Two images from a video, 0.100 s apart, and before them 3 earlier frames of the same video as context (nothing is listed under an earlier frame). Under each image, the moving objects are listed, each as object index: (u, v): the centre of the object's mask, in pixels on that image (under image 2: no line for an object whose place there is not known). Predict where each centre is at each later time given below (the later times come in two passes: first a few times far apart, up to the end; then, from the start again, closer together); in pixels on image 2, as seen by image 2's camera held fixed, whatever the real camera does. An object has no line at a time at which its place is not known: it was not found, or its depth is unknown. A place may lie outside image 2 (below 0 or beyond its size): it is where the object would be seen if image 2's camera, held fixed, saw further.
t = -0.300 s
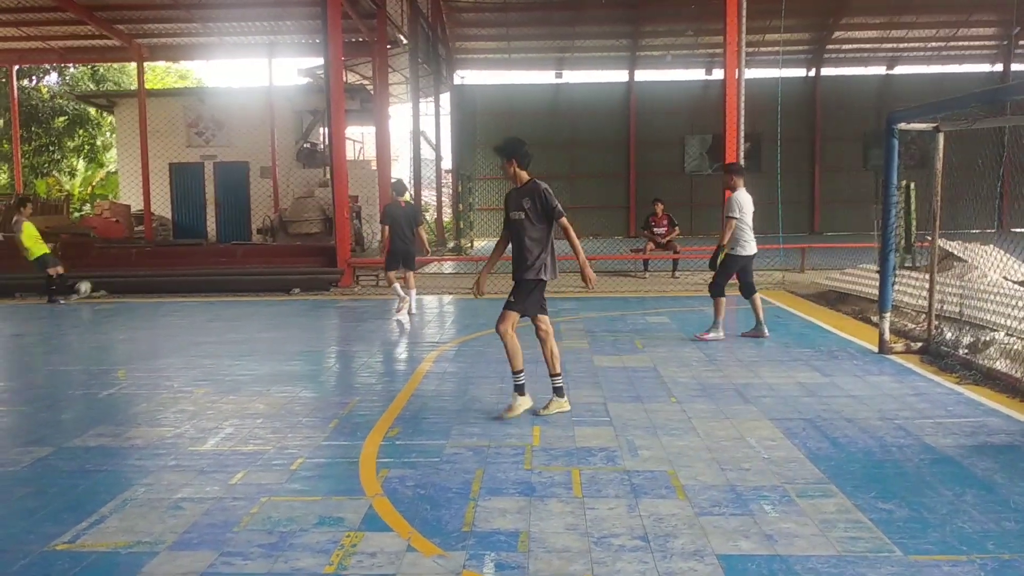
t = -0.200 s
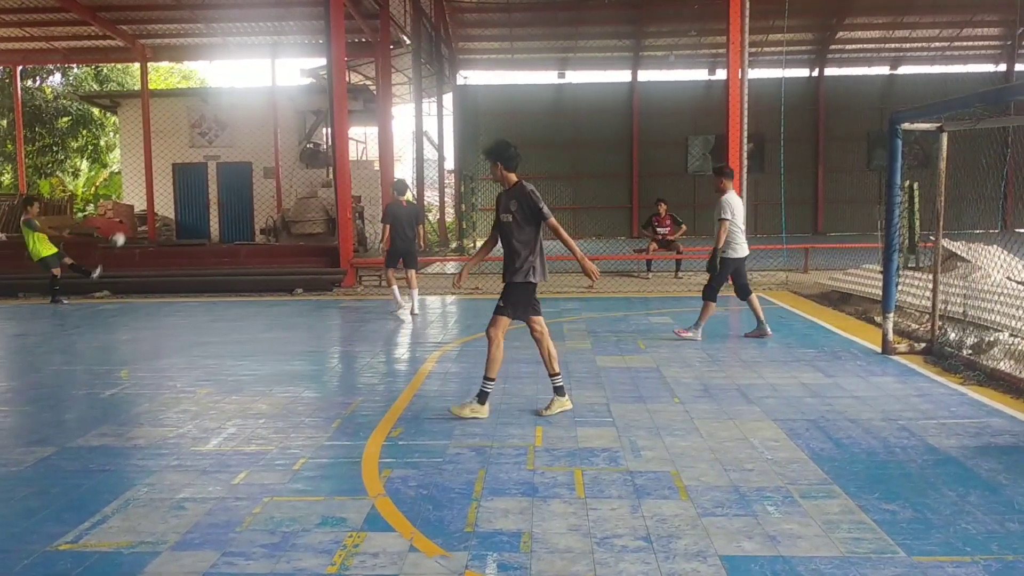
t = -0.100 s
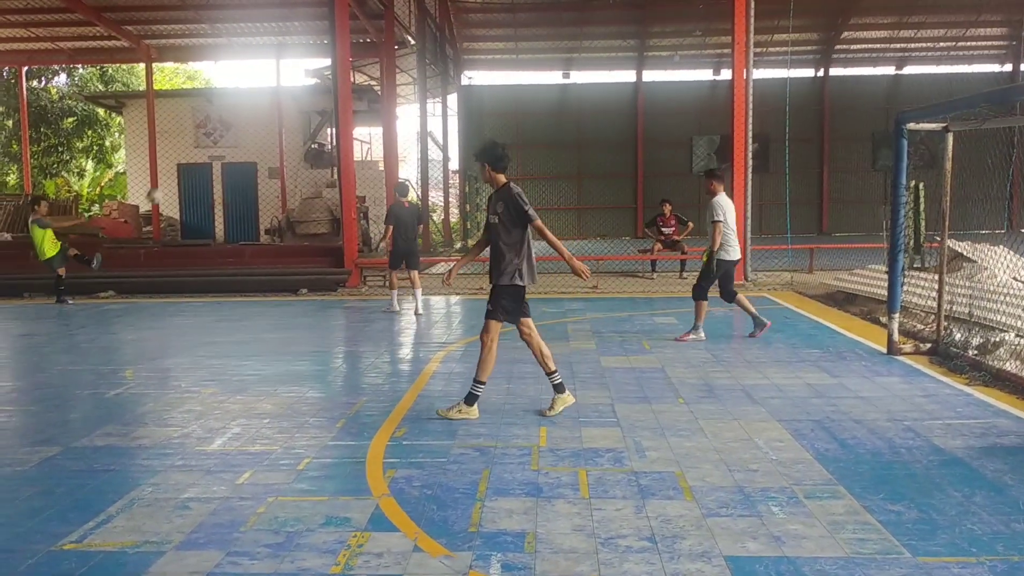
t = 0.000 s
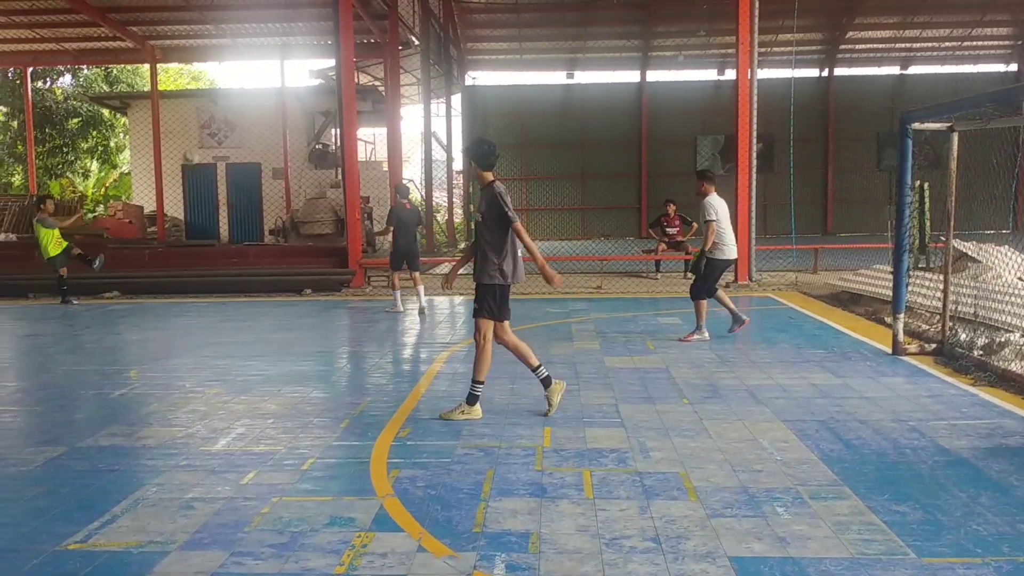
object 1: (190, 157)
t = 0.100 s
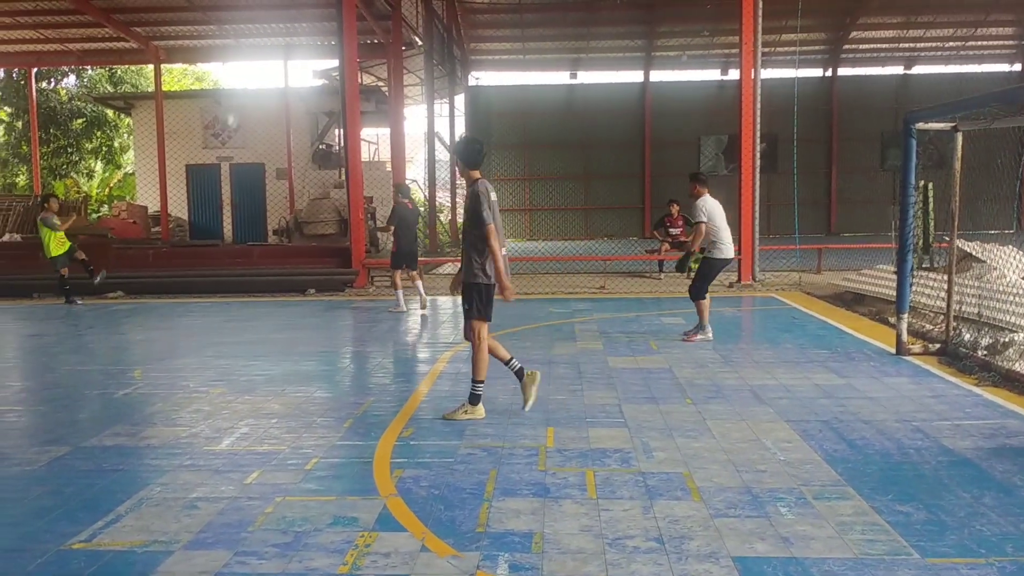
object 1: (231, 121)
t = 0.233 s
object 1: (278, 84)
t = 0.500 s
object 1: (387, 40)
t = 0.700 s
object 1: (481, 45)
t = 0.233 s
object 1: (278, 84)
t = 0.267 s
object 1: (291, 75)
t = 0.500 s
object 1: (387, 40)
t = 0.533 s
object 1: (402, 38)
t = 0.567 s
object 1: (418, 38)
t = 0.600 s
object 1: (433, 38)
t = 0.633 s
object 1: (448, 39)
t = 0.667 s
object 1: (465, 42)
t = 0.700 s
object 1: (481, 45)
